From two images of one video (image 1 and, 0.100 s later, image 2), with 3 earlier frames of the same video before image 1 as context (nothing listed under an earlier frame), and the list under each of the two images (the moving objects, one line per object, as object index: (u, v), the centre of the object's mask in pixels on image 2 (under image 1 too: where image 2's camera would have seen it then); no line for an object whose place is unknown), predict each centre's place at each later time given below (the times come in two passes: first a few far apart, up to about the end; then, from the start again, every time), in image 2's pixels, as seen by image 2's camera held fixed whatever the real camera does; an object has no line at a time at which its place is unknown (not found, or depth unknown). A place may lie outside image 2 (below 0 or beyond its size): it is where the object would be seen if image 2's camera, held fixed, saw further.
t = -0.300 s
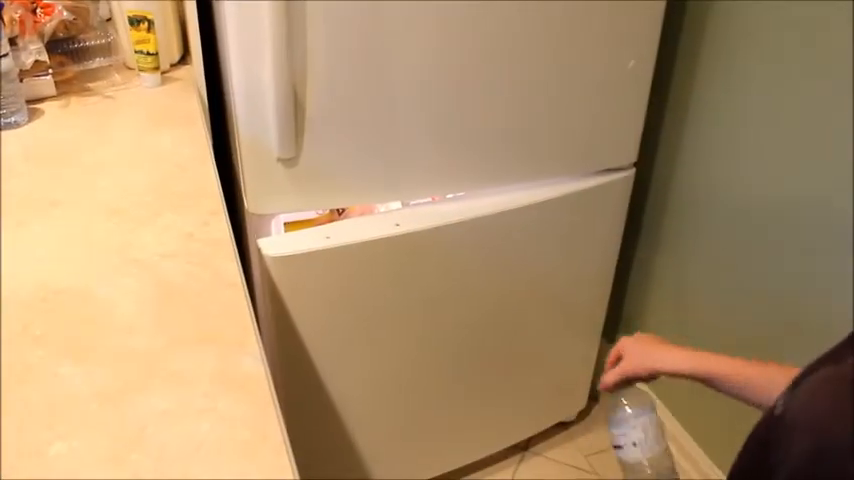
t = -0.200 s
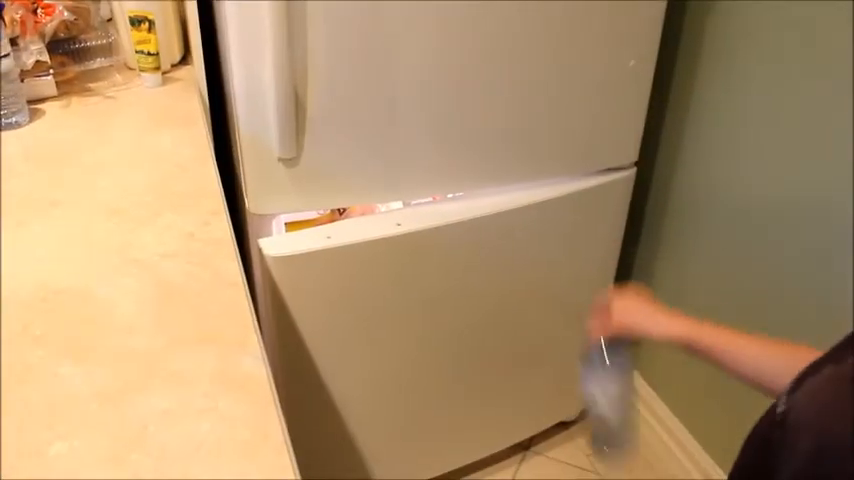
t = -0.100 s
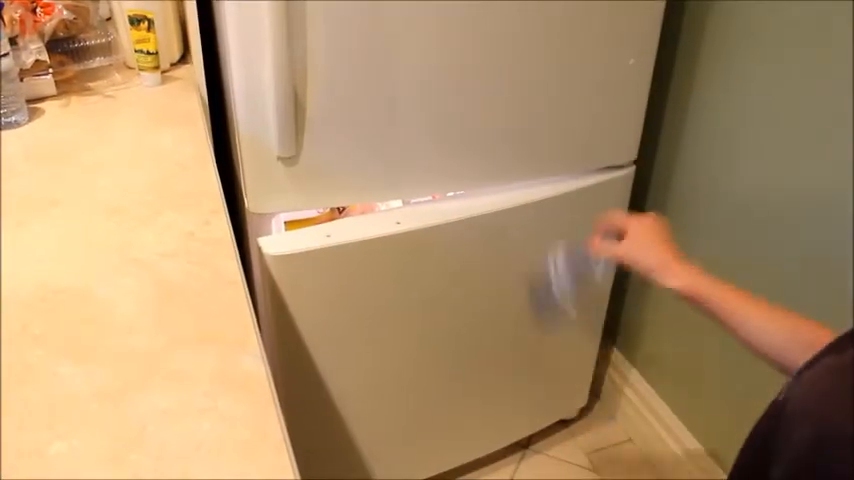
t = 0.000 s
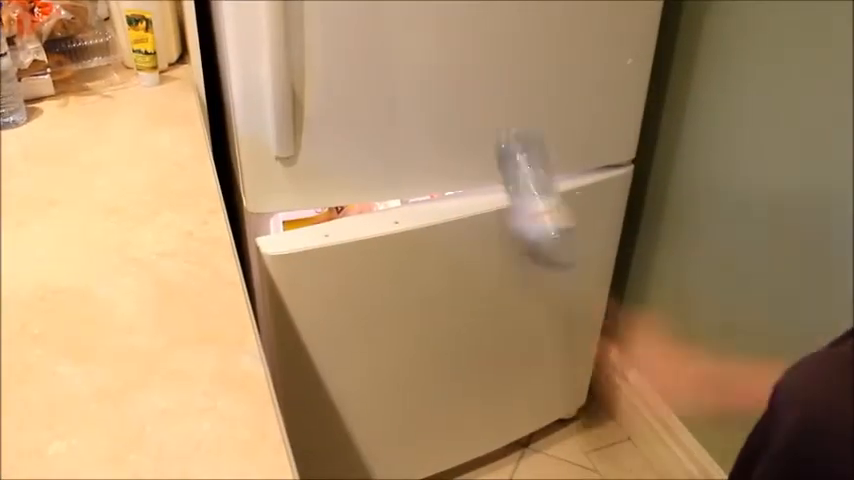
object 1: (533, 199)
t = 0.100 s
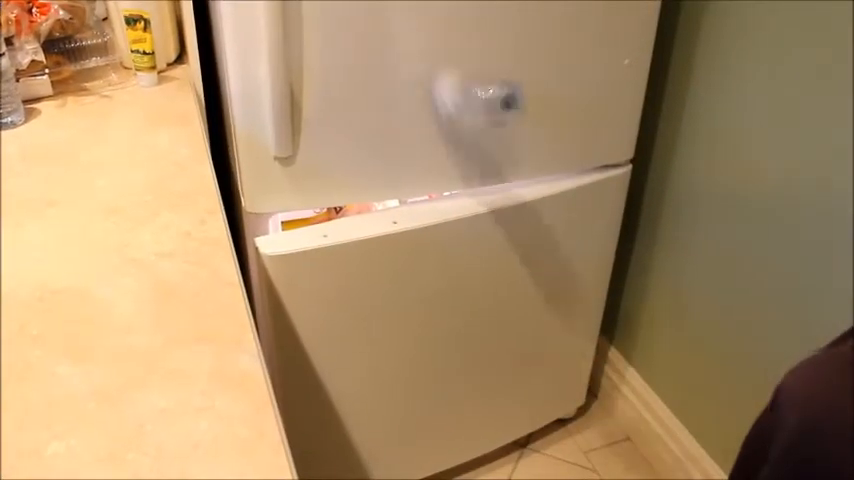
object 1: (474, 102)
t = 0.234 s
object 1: (434, 116)
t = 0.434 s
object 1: (408, 170)
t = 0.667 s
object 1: (408, 170)
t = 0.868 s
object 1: (408, 169)
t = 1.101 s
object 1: (408, 170)
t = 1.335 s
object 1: (408, 170)
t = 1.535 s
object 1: (408, 170)
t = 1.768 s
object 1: (408, 170)
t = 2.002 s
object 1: (408, 170)
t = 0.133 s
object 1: (462, 87)
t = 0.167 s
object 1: (450, 86)
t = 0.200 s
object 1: (439, 90)
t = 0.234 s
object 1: (434, 116)
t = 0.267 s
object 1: (421, 130)
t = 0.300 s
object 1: (411, 155)
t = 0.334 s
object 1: (406, 171)
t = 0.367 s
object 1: (406, 170)
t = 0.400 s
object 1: (408, 170)
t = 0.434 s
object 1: (408, 170)
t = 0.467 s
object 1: (408, 170)
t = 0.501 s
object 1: (408, 170)
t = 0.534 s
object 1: (408, 170)
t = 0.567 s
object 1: (408, 170)
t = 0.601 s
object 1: (408, 170)
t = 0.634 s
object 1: (408, 170)
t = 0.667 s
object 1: (408, 170)
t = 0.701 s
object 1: (408, 170)
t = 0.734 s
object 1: (408, 169)
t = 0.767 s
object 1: (408, 170)
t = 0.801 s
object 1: (408, 170)
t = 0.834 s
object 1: (408, 170)
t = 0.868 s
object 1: (408, 169)
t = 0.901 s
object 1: (408, 169)
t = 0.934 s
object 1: (408, 170)
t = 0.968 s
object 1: (408, 170)
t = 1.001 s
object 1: (408, 170)
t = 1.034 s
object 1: (408, 170)
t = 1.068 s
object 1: (408, 170)
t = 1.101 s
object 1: (408, 170)
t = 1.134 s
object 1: (408, 169)
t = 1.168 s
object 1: (408, 169)
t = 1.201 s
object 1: (408, 169)
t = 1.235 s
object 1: (408, 169)
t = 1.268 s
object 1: (408, 170)
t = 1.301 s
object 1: (408, 169)
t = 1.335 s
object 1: (408, 170)
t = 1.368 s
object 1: (408, 170)
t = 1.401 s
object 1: (408, 170)
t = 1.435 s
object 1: (408, 170)
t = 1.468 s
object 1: (408, 170)
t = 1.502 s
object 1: (408, 170)
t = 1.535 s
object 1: (408, 170)
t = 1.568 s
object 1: (408, 170)
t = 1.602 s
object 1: (408, 170)
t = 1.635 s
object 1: (408, 170)
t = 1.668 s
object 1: (408, 169)
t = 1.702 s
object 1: (408, 170)
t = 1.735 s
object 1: (408, 170)
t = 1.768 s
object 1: (408, 170)
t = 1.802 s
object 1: (408, 170)
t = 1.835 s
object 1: (408, 169)
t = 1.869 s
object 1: (408, 170)
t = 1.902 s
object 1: (408, 170)
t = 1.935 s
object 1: (408, 170)
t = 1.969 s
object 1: (408, 170)
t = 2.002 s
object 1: (408, 170)
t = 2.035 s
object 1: (408, 170)
